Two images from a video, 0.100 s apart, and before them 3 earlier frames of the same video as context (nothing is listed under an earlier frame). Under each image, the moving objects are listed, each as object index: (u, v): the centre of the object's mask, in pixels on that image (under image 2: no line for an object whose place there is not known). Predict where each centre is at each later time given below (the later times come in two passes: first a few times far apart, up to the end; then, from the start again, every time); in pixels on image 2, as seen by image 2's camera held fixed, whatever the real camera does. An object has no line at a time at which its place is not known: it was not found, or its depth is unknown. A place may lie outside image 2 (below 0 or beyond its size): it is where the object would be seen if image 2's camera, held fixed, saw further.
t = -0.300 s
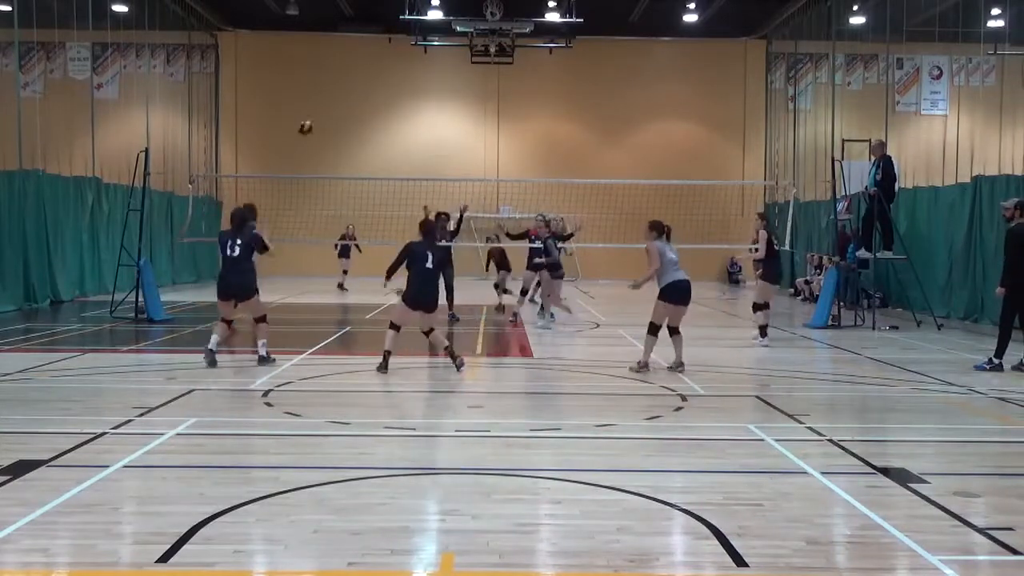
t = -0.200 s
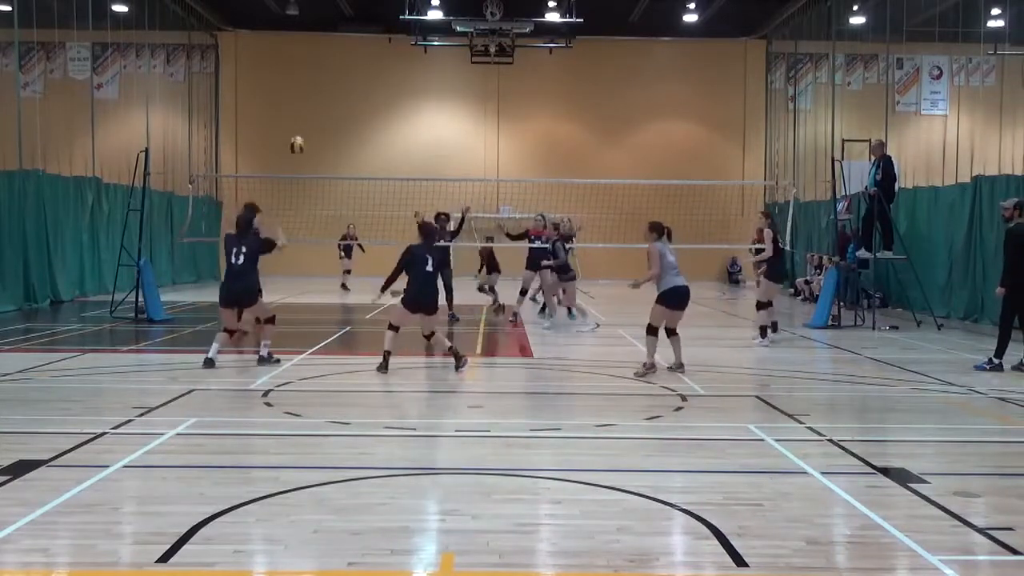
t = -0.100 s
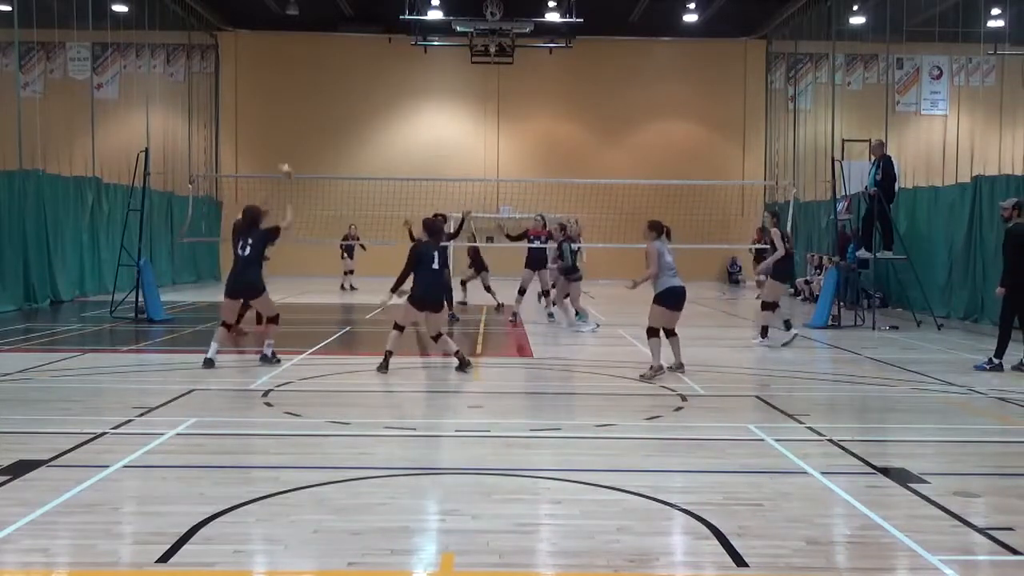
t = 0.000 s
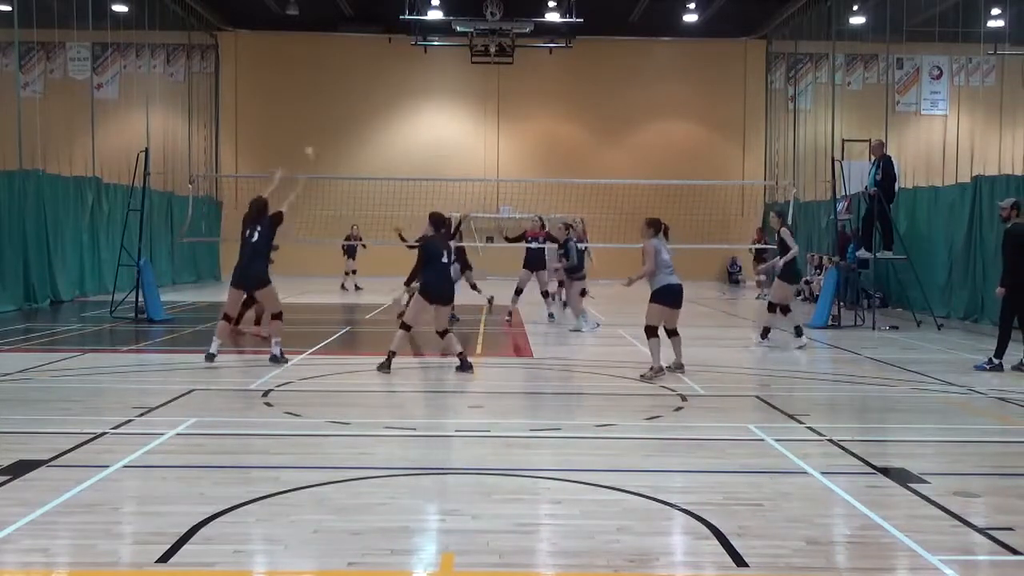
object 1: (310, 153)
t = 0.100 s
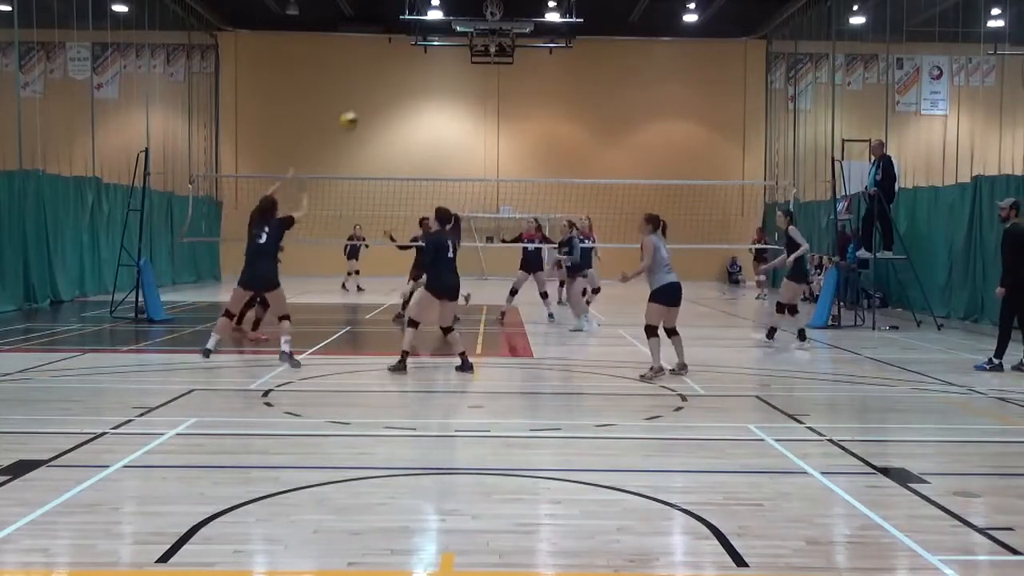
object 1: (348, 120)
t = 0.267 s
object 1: (410, 86)
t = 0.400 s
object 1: (455, 76)
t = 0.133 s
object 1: (362, 112)
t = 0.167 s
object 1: (375, 104)
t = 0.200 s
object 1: (386, 97)
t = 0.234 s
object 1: (398, 90)
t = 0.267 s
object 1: (410, 86)
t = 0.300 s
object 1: (421, 82)
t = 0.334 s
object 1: (432, 78)
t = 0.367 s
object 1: (443, 76)
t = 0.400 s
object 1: (455, 76)
